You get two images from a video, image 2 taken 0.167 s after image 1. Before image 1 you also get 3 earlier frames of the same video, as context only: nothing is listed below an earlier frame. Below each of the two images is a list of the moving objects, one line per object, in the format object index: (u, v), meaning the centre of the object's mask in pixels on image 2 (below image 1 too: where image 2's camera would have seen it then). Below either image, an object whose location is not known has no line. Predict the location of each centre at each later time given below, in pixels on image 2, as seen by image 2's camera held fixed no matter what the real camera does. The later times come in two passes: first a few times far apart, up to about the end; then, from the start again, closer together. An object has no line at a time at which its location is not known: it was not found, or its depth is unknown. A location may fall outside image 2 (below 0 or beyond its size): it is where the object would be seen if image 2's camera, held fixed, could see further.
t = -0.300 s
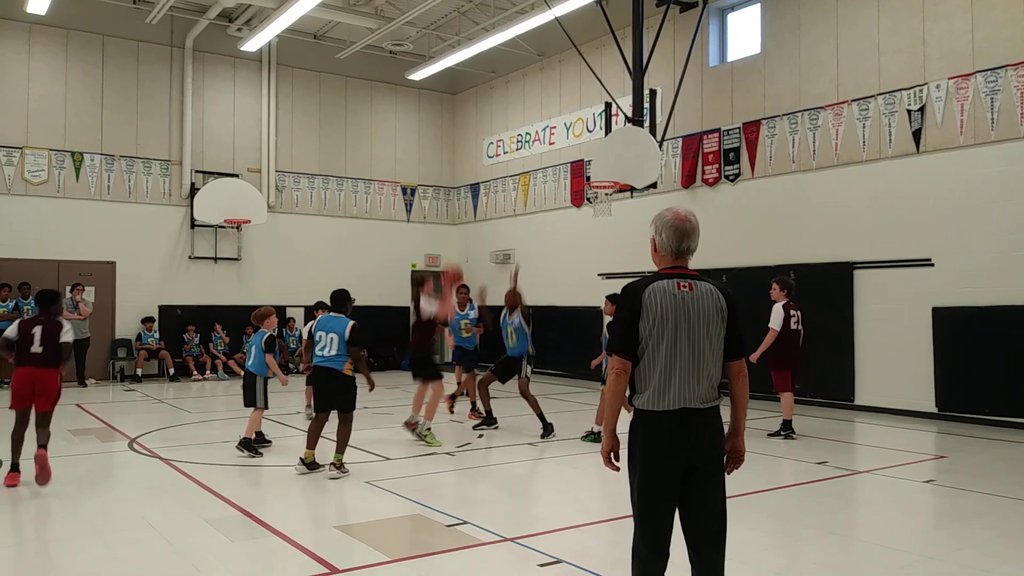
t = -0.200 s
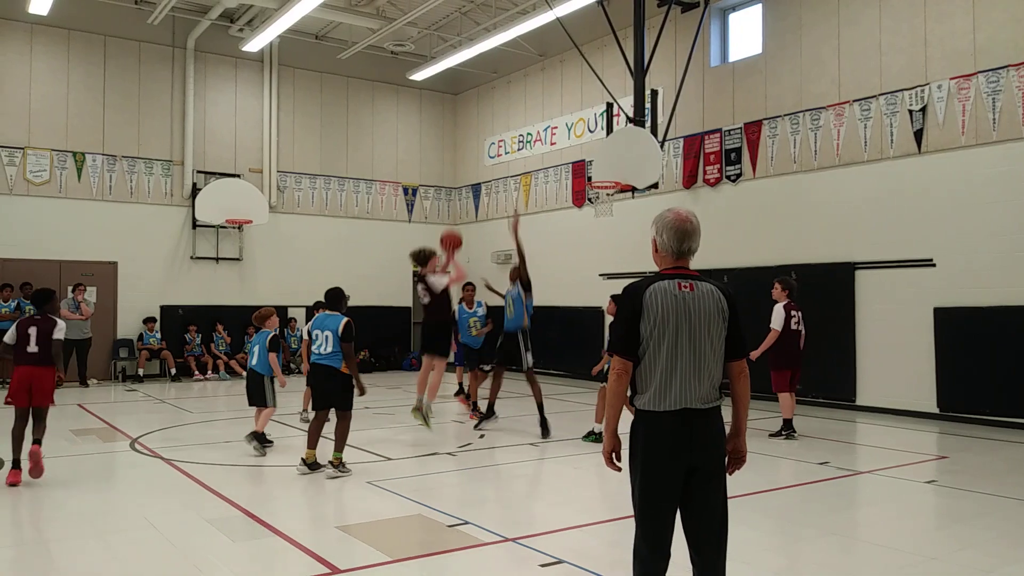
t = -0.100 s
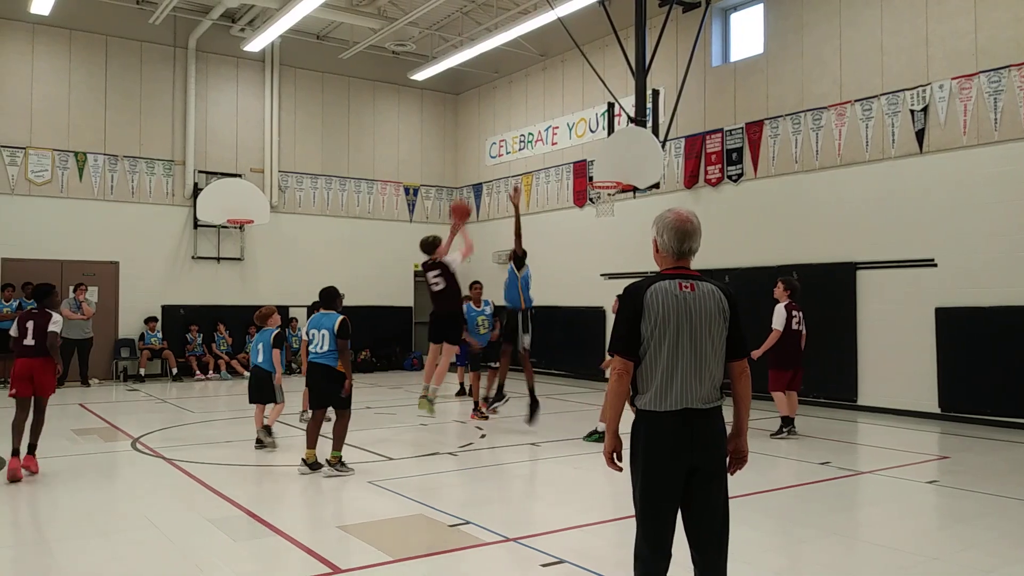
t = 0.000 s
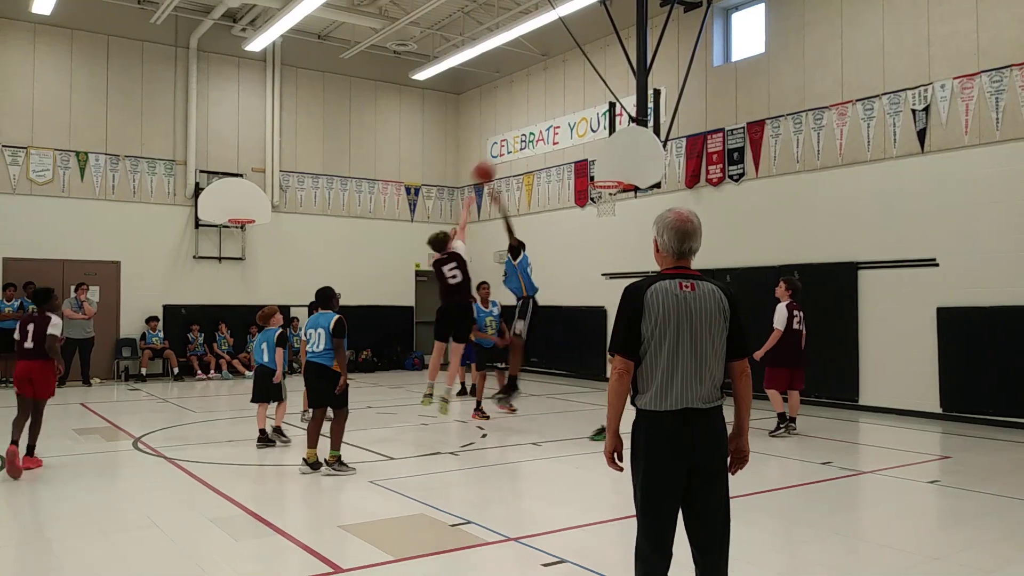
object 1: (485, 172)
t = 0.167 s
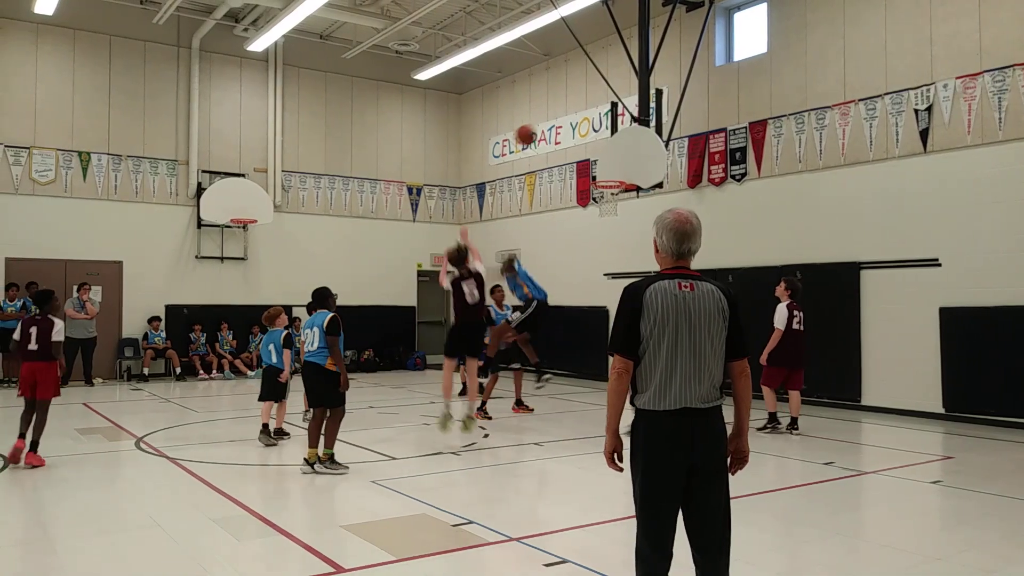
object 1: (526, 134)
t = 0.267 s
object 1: (546, 126)
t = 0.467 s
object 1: (583, 133)
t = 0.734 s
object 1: (625, 171)
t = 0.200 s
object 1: (532, 131)
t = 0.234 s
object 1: (539, 128)
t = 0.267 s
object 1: (546, 126)
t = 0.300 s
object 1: (553, 125)
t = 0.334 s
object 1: (559, 124)
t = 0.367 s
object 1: (565, 126)
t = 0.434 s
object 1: (577, 130)
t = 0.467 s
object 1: (583, 133)
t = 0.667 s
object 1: (613, 168)
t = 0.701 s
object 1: (619, 174)
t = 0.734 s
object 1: (625, 171)
